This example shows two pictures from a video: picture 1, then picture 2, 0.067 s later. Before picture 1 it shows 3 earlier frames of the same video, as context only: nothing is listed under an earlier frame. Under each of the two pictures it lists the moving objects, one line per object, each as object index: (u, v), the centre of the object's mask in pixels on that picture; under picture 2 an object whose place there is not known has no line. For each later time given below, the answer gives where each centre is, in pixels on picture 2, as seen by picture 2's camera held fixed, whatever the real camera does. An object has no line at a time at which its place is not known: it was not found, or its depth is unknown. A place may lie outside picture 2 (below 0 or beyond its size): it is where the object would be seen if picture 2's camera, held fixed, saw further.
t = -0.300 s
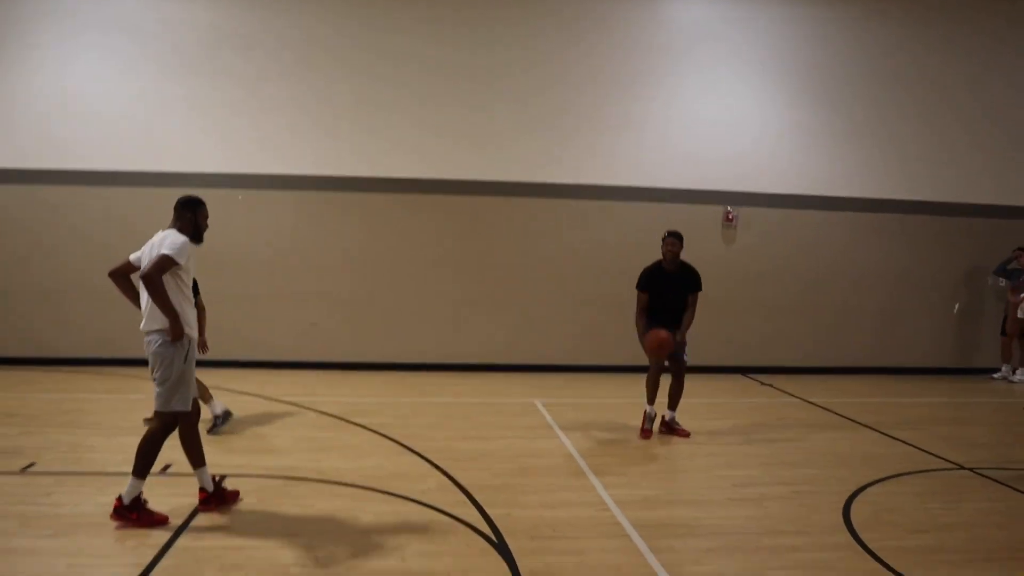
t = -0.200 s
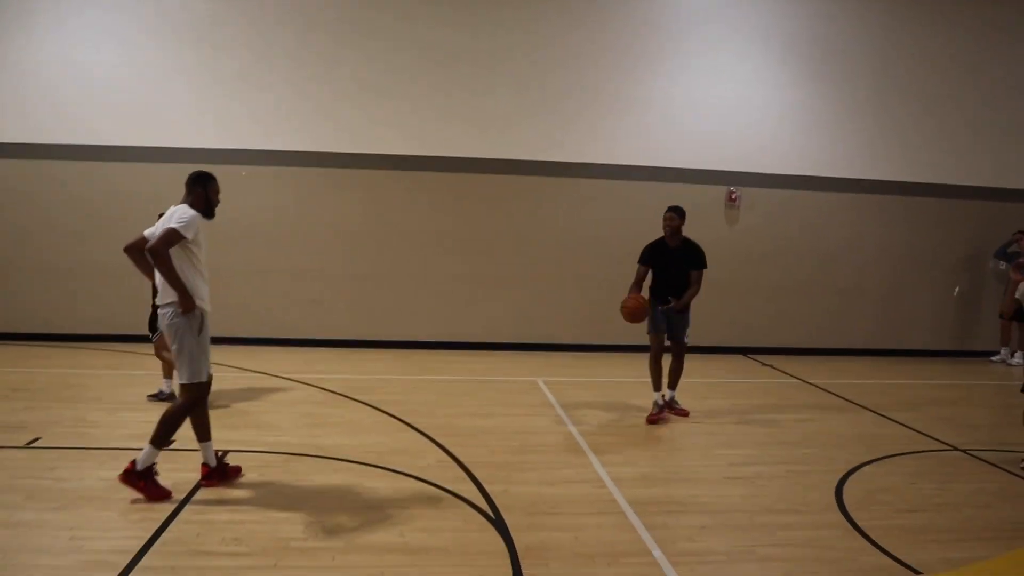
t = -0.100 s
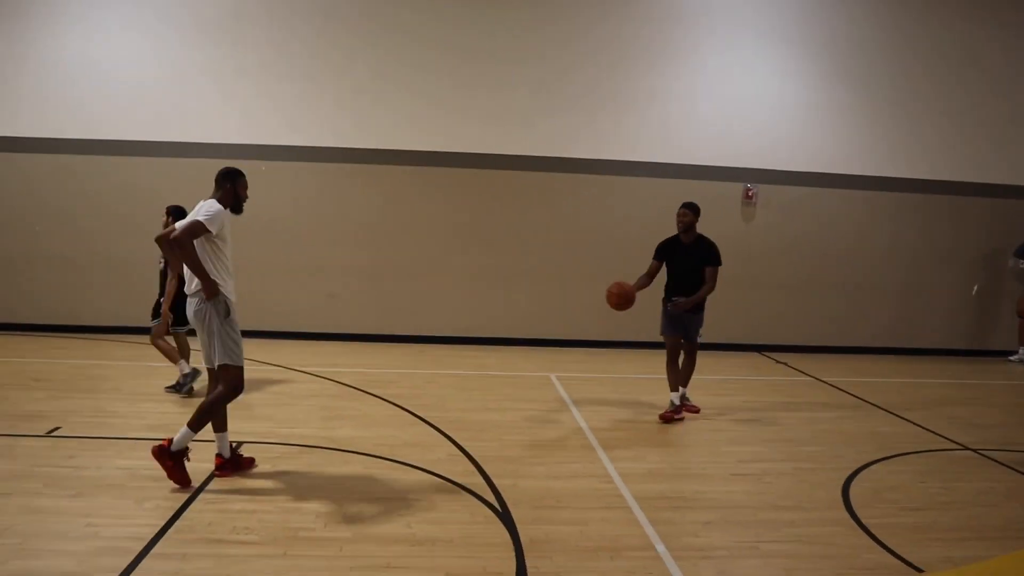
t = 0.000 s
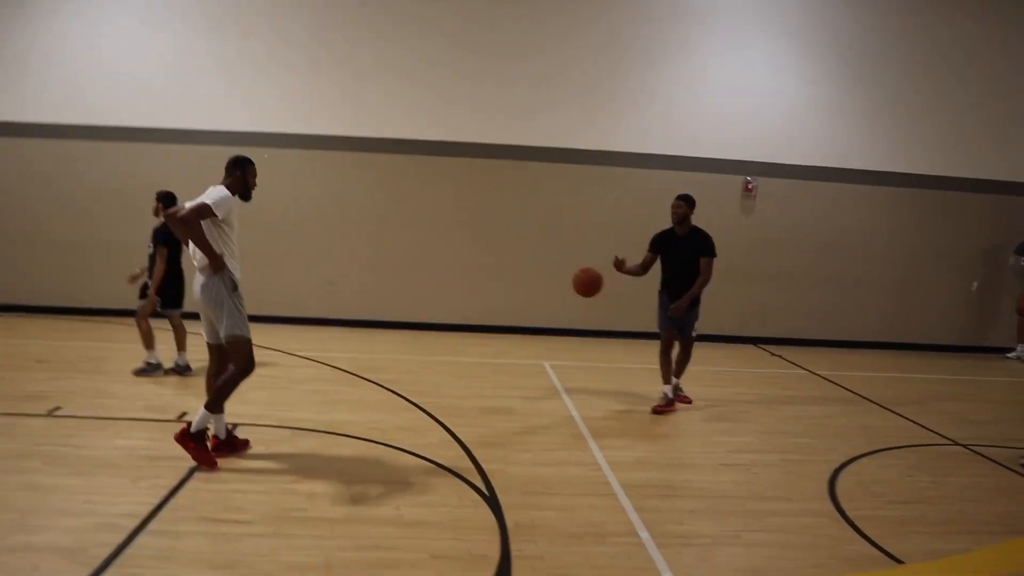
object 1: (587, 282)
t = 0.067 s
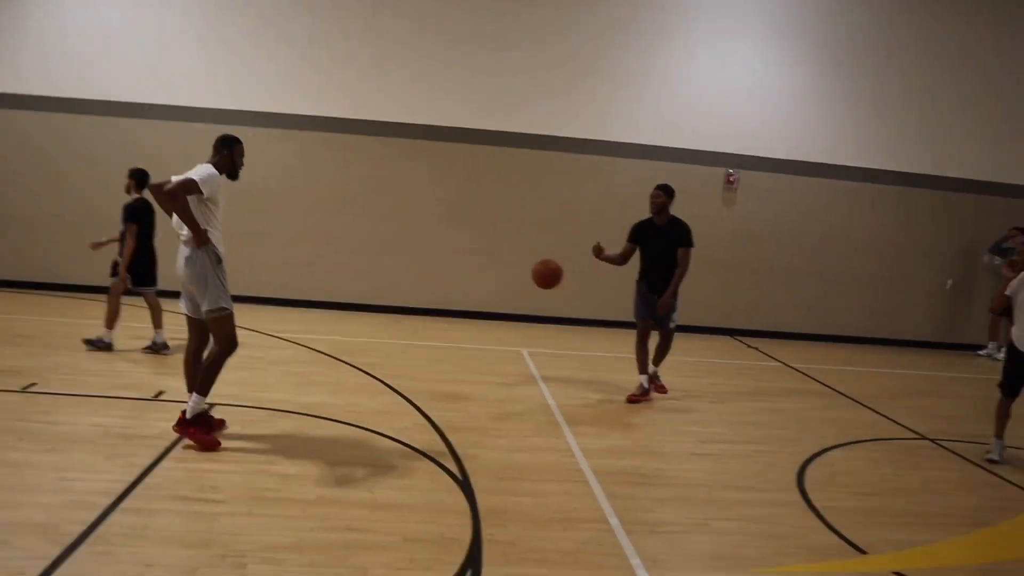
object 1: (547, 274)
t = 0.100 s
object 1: (535, 278)
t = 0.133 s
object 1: (525, 282)
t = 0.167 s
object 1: (513, 289)
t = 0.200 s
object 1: (502, 297)
